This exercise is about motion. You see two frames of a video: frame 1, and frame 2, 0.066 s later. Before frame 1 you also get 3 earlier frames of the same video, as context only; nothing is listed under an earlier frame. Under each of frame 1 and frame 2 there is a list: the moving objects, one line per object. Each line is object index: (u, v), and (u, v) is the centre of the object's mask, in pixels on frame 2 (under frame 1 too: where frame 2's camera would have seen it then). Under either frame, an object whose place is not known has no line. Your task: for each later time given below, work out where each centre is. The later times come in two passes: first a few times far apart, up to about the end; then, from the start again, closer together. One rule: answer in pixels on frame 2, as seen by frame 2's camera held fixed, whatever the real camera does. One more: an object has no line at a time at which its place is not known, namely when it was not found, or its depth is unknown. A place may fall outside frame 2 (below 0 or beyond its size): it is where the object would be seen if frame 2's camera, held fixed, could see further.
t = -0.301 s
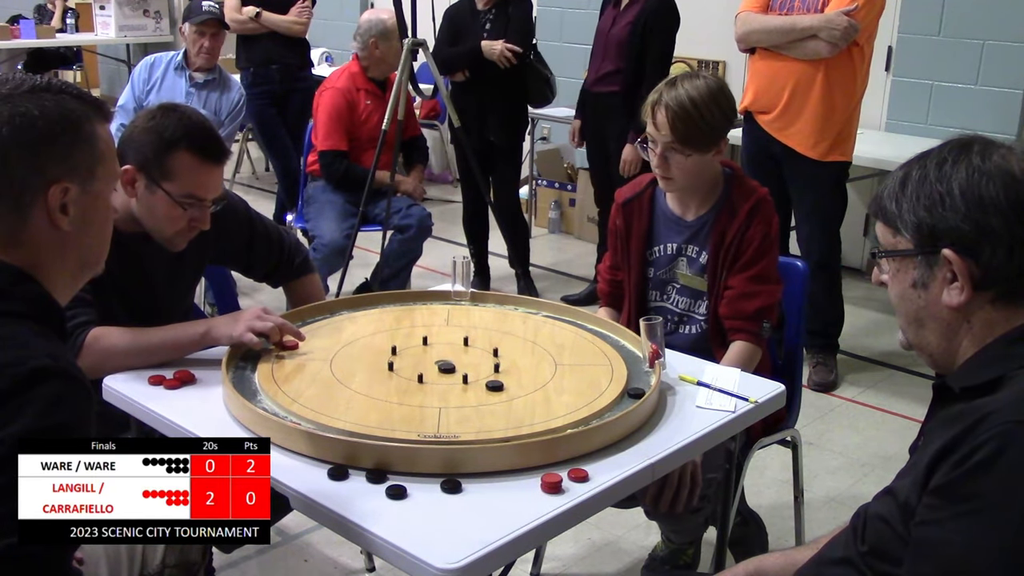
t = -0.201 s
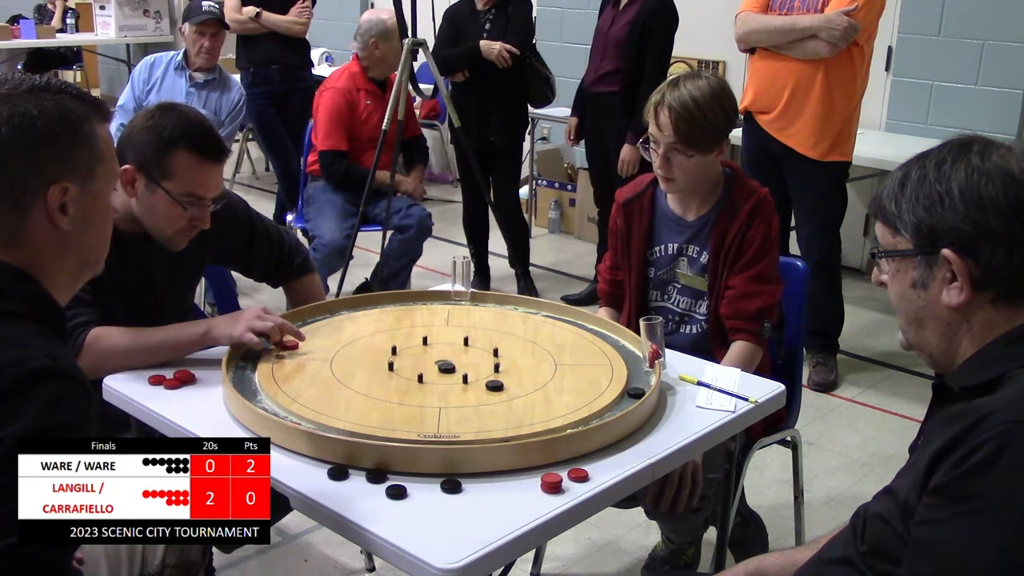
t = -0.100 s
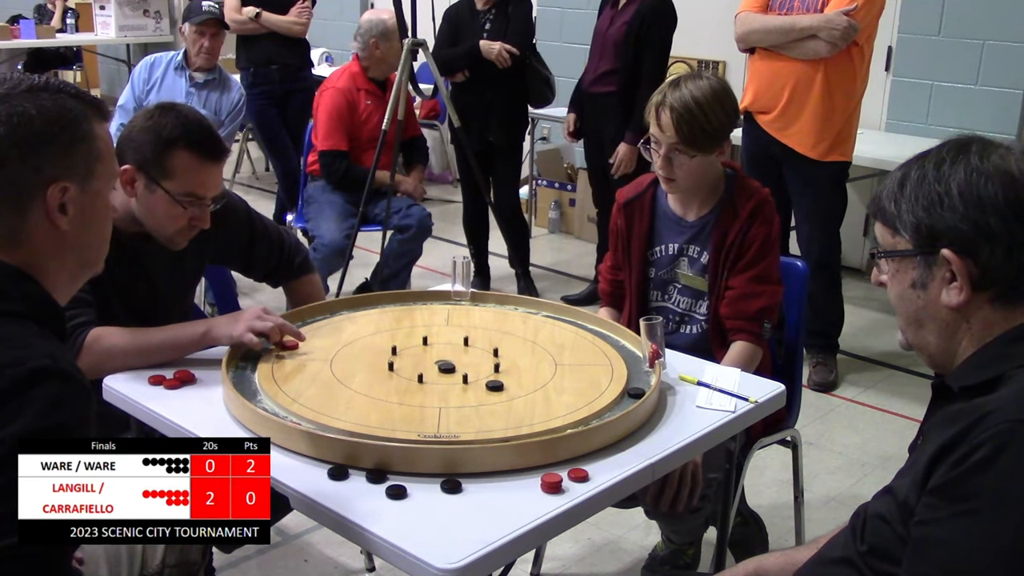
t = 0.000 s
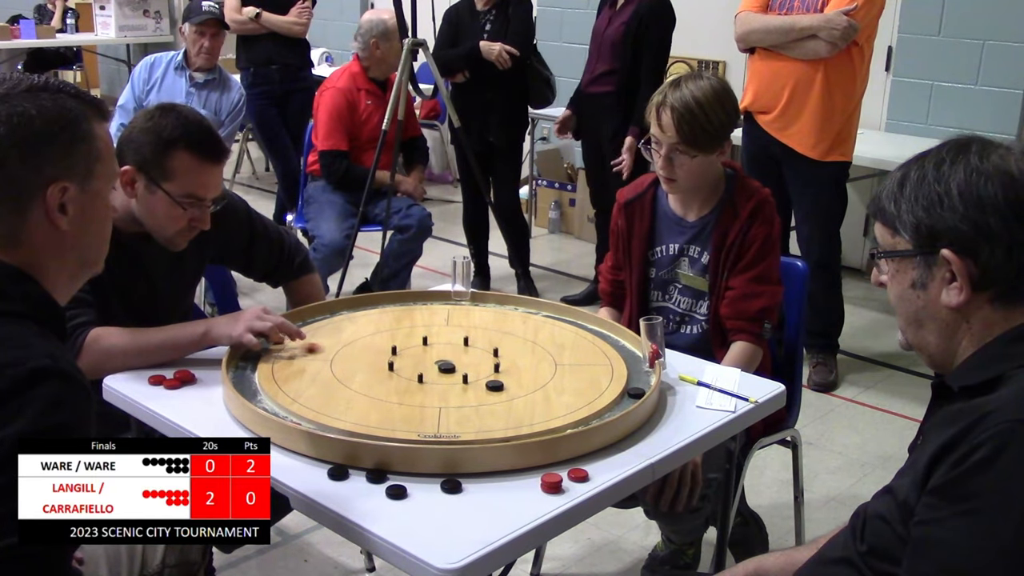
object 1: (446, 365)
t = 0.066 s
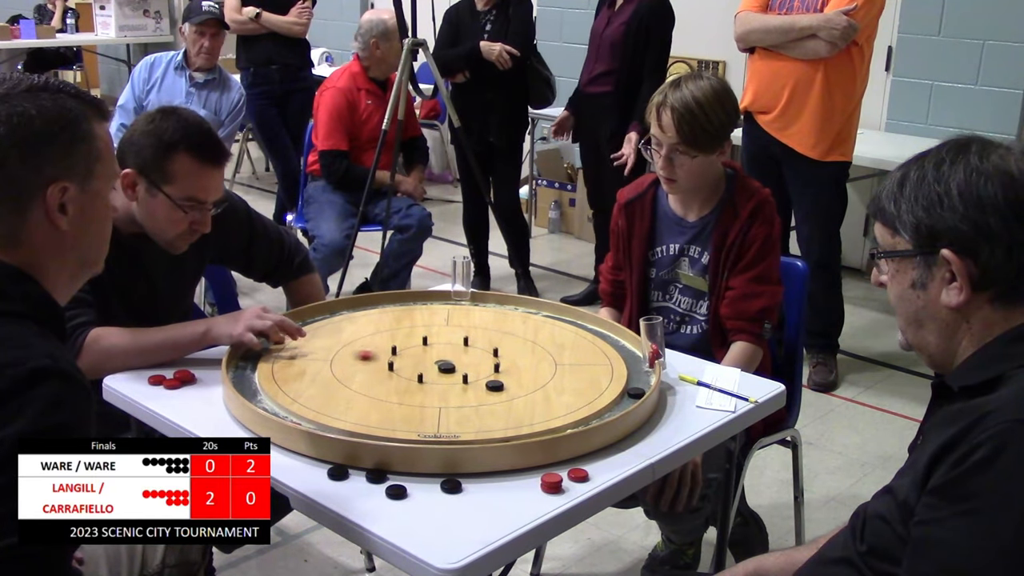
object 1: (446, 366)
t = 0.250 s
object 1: (509, 378)
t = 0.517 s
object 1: (636, 380)
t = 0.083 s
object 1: (446, 366)
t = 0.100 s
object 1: (446, 366)
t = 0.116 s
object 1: (446, 366)
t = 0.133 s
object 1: (446, 366)
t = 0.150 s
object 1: (447, 366)
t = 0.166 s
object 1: (458, 369)
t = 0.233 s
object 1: (498, 377)
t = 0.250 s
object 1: (509, 378)
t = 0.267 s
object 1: (517, 378)
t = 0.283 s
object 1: (526, 378)
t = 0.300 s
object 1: (535, 379)
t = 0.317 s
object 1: (544, 379)
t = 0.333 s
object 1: (553, 379)
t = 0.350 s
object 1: (560, 379)
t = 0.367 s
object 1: (569, 379)
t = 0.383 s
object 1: (577, 379)
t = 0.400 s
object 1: (585, 379)
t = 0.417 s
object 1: (593, 379)
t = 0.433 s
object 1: (601, 379)
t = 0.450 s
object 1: (609, 379)
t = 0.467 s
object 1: (616, 379)
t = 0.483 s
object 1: (623, 379)
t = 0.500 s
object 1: (631, 379)
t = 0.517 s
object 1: (636, 380)
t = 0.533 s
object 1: (644, 383)
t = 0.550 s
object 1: (642, 383)
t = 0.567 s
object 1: (637, 382)
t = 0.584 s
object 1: (637, 382)
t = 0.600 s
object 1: (641, 383)
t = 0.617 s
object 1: (644, 383)
